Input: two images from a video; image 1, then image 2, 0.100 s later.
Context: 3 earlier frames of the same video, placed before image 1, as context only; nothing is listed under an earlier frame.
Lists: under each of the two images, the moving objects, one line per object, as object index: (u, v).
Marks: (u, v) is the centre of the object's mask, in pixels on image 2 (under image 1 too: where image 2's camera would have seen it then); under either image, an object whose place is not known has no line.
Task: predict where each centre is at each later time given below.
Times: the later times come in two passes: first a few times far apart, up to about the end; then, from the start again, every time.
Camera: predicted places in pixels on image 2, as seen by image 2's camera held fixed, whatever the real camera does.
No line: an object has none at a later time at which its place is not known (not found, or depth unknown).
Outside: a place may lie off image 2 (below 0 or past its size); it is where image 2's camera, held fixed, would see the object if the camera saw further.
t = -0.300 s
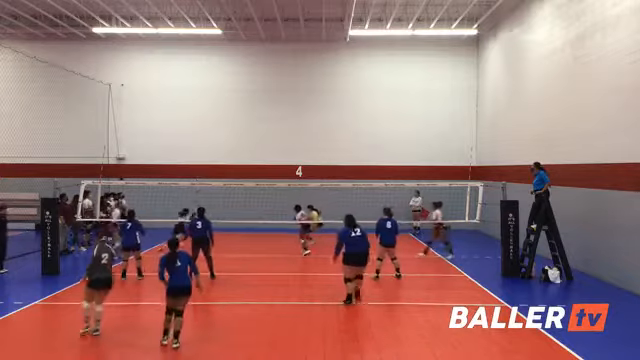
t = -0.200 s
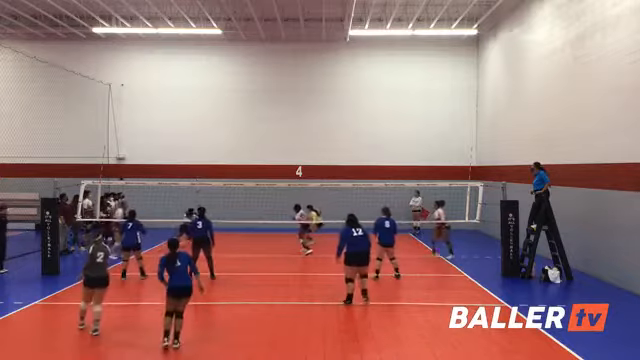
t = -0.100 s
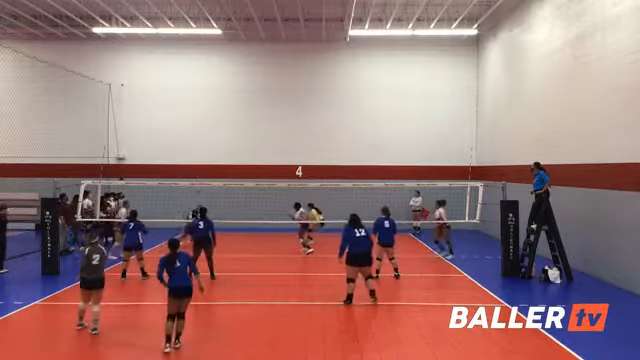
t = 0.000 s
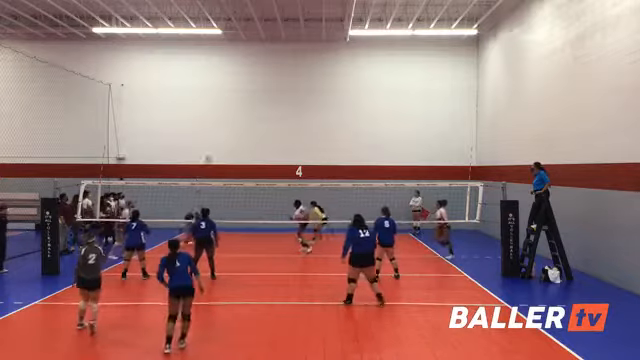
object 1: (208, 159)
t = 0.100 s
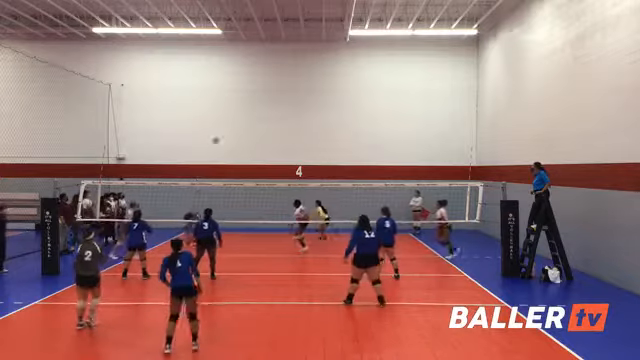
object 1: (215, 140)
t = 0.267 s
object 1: (227, 114)
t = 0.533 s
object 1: (247, 87)
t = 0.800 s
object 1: (268, 83)
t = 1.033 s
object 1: (284, 98)
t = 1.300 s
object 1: (307, 139)
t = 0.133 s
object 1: (218, 134)
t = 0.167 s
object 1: (220, 128)
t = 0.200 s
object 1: (222, 123)
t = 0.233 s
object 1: (225, 119)
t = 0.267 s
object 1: (227, 114)
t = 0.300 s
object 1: (230, 109)
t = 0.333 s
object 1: (232, 105)
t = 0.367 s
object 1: (235, 102)
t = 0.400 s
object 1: (237, 99)
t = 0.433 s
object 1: (240, 95)
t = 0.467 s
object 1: (243, 92)
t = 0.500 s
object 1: (245, 90)
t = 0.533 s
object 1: (247, 87)
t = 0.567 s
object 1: (250, 86)
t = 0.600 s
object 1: (252, 84)
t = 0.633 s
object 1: (255, 83)
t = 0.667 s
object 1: (257, 83)
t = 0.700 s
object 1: (260, 83)
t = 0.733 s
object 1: (262, 82)
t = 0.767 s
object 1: (265, 83)
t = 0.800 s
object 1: (268, 83)
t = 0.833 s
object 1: (270, 84)
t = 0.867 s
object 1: (272, 86)
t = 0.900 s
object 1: (275, 87)
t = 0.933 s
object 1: (278, 90)
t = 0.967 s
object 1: (280, 92)
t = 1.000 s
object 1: (282, 95)
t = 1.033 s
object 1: (284, 98)
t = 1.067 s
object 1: (288, 102)
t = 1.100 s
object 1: (291, 106)
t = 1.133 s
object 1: (294, 111)
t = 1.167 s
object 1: (296, 115)
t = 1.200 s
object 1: (299, 121)
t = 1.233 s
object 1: (301, 126)
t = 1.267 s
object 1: (304, 132)
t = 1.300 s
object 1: (307, 139)
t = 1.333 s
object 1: (309, 145)
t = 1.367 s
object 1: (312, 152)
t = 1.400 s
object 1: (315, 160)
